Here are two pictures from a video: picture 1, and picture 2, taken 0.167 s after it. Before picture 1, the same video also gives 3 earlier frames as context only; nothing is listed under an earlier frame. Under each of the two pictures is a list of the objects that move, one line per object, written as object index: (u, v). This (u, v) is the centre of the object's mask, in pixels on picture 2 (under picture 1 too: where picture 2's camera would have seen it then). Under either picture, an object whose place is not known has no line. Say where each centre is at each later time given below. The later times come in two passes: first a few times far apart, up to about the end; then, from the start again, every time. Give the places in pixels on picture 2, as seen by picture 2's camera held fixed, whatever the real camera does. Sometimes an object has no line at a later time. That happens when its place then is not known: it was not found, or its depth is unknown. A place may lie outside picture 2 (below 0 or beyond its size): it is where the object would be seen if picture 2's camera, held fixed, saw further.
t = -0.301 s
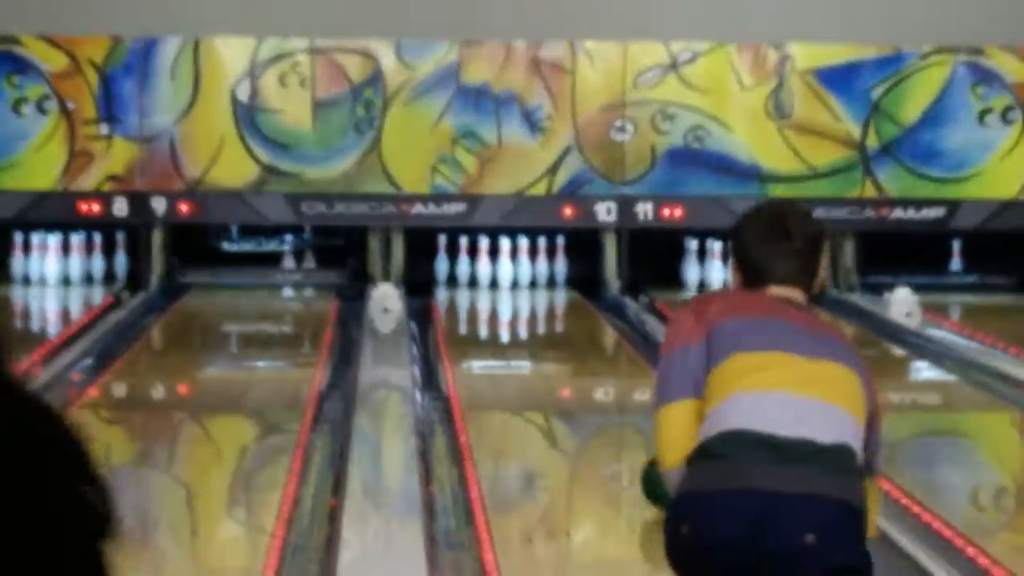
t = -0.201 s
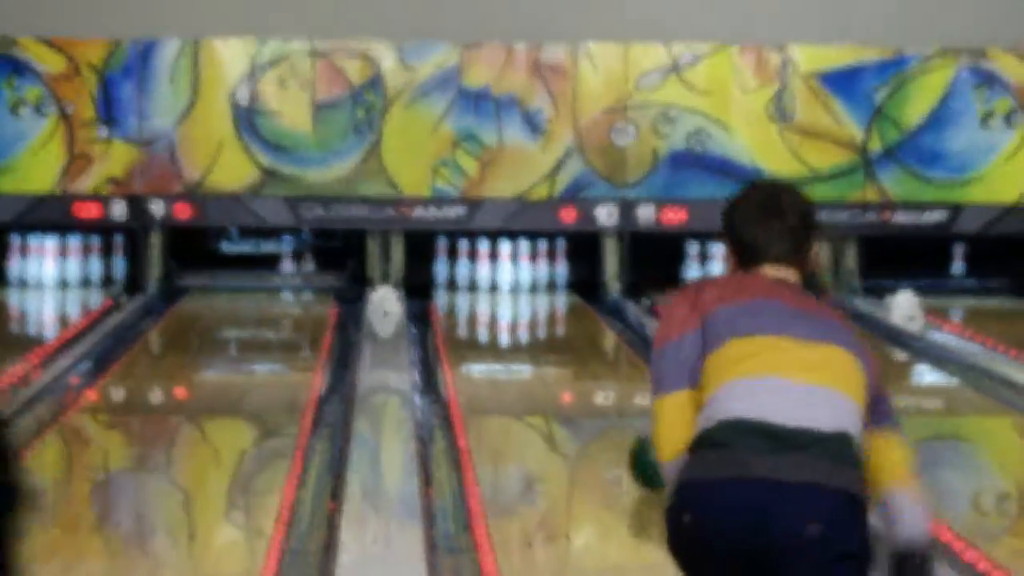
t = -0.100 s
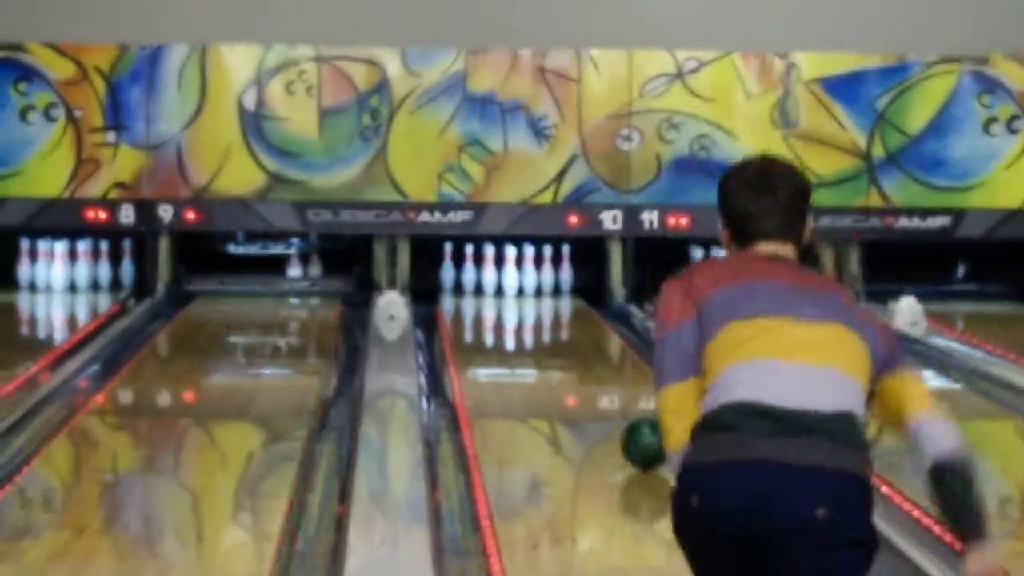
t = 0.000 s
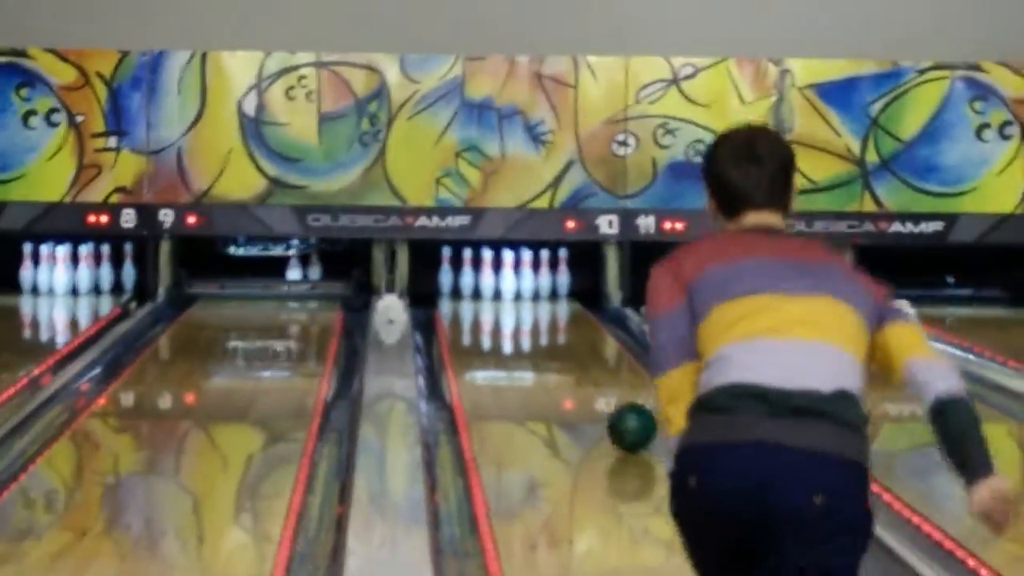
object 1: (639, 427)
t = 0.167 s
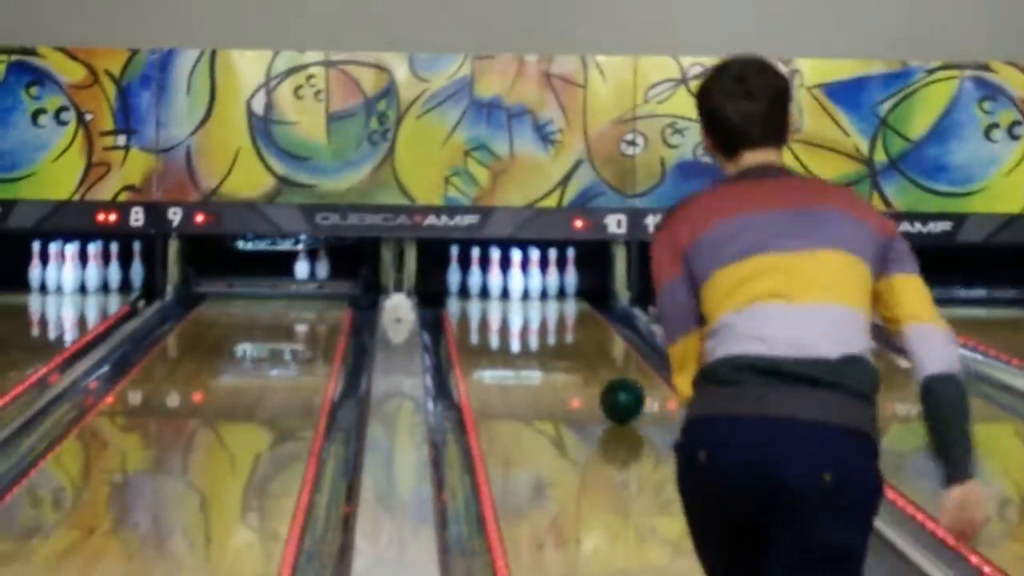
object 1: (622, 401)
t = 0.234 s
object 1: (616, 391)
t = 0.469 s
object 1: (597, 364)
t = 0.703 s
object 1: (582, 341)
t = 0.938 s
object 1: (570, 323)
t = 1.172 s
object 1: (559, 308)
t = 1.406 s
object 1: (552, 295)
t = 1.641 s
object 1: (546, 286)
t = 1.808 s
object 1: (544, 283)
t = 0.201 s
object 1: (619, 396)
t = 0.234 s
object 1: (616, 391)
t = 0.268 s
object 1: (613, 386)
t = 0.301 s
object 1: (610, 384)
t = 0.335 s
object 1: (607, 379)
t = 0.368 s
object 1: (605, 375)
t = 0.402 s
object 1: (603, 372)
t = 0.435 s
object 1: (600, 369)
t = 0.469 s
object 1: (597, 364)
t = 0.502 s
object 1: (596, 361)
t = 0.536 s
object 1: (593, 357)
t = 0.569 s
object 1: (591, 353)
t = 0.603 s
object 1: (589, 350)
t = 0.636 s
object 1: (587, 347)
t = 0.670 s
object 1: (584, 344)
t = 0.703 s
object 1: (582, 341)
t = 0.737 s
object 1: (580, 338)
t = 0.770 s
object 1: (578, 335)
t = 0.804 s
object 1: (577, 332)
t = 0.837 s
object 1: (576, 330)
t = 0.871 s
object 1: (574, 328)
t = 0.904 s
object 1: (572, 325)
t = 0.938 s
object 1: (570, 323)
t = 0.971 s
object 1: (568, 320)
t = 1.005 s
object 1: (567, 317)
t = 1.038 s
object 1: (566, 315)
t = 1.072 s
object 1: (565, 313)
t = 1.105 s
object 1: (563, 311)
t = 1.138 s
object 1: (561, 310)
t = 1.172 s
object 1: (559, 308)
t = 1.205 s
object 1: (558, 306)
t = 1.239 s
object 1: (557, 304)
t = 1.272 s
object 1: (555, 302)
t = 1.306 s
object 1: (554, 300)
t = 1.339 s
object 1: (553, 298)
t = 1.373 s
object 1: (553, 297)
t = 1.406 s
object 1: (552, 295)
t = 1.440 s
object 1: (551, 294)
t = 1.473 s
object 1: (550, 292)
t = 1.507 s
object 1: (549, 290)
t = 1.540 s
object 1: (547, 288)
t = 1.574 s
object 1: (545, 287)
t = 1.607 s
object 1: (545, 287)
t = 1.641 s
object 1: (546, 286)
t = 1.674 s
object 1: (547, 285)
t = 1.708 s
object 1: (546, 285)
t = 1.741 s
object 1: (544, 284)
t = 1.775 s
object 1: (542, 284)
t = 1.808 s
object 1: (544, 283)
